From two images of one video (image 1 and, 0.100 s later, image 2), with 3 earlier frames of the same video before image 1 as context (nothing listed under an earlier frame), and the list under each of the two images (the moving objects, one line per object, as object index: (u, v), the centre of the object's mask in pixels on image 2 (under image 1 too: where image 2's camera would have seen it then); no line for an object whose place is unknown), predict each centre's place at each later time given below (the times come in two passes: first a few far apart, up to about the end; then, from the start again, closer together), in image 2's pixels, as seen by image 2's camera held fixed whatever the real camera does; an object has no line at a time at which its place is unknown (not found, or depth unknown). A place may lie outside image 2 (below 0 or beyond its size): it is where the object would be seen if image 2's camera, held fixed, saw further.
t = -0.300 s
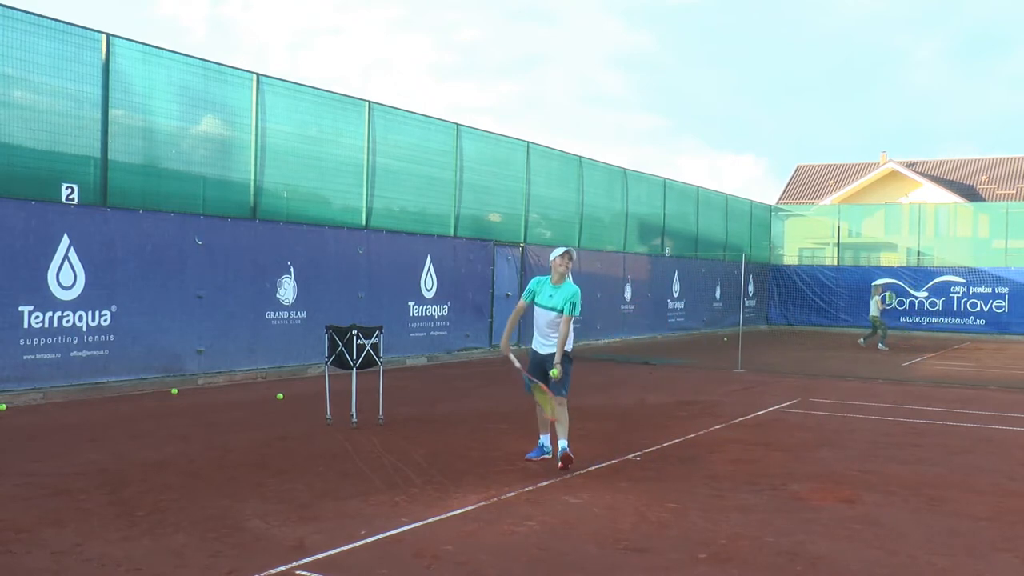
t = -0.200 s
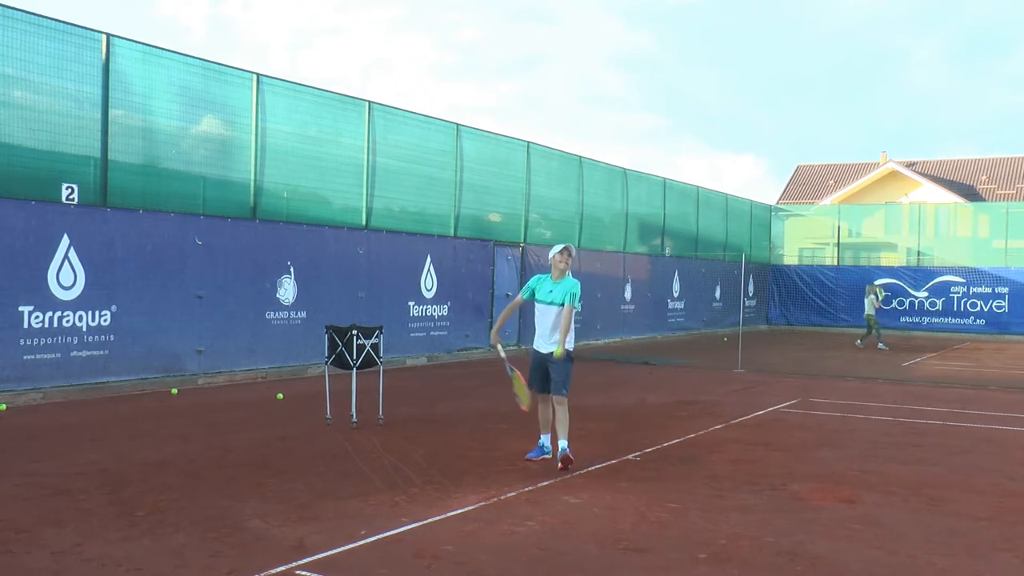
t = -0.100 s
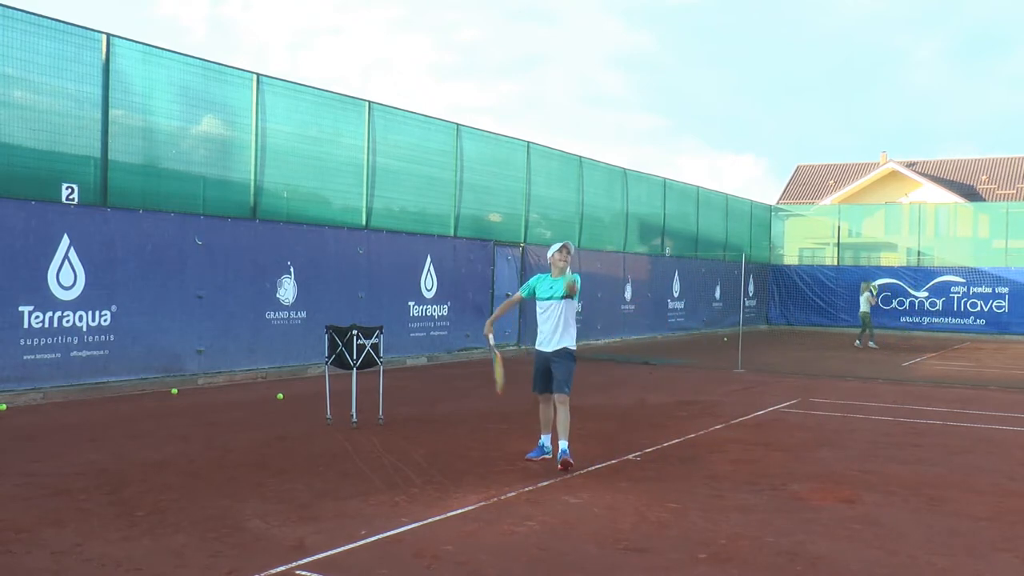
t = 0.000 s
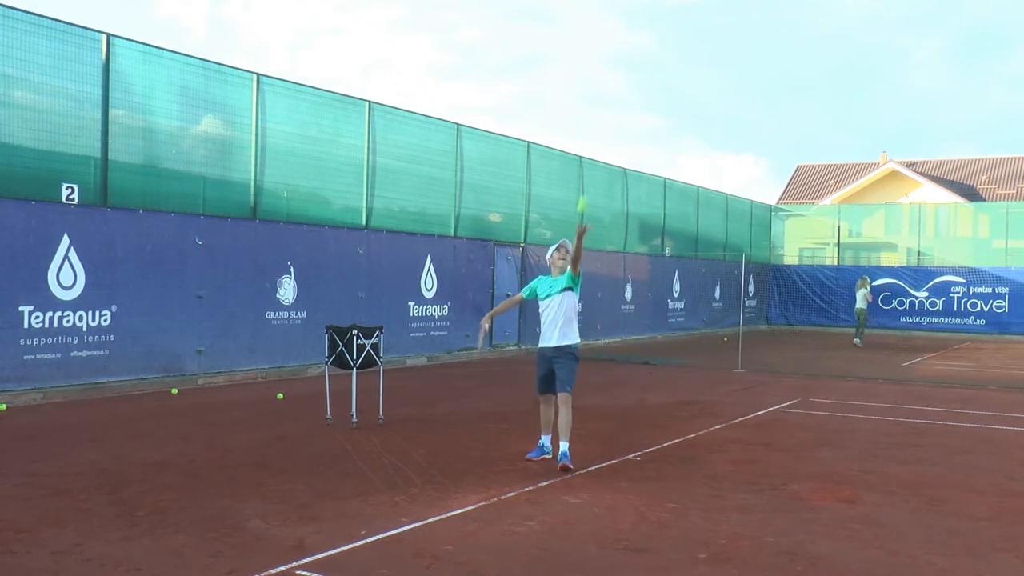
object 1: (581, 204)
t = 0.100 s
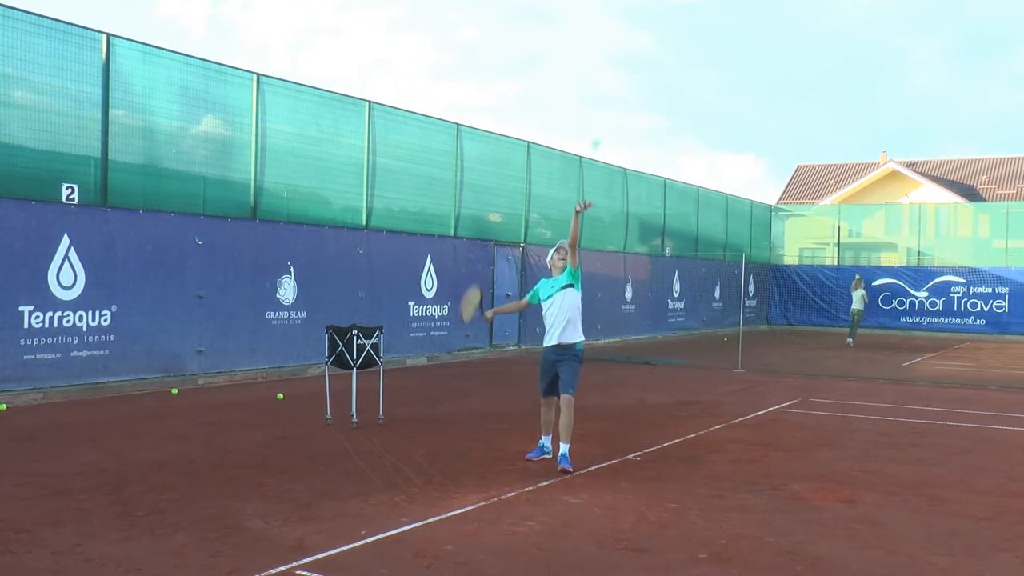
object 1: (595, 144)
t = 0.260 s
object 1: (615, 74)
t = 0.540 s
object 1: (647, 39)
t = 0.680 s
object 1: (662, 61)
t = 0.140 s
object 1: (600, 123)
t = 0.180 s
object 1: (605, 104)
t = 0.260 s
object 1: (615, 74)
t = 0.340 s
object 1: (624, 54)
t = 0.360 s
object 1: (627, 49)
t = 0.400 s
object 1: (632, 44)
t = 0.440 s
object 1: (636, 40)
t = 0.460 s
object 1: (638, 38)
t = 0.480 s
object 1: (641, 38)
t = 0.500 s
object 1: (643, 38)
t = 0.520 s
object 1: (645, 38)
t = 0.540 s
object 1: (647, 39)
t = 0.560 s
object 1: (649, 40)
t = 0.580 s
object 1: (652, 43)
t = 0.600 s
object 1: (653, 45)
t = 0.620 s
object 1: (655, 48)
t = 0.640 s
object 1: (658, 52)
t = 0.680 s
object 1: (662, 61)
